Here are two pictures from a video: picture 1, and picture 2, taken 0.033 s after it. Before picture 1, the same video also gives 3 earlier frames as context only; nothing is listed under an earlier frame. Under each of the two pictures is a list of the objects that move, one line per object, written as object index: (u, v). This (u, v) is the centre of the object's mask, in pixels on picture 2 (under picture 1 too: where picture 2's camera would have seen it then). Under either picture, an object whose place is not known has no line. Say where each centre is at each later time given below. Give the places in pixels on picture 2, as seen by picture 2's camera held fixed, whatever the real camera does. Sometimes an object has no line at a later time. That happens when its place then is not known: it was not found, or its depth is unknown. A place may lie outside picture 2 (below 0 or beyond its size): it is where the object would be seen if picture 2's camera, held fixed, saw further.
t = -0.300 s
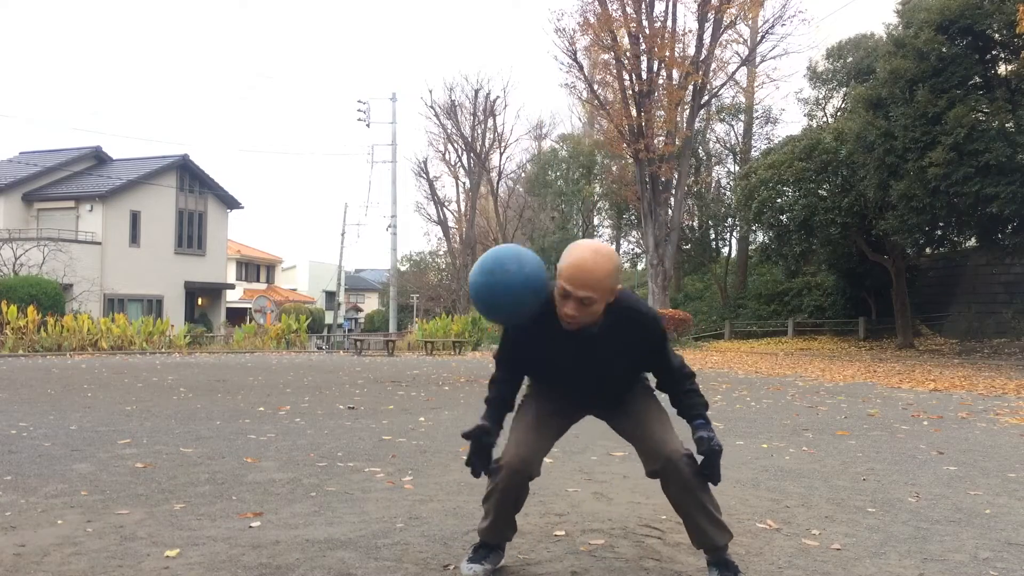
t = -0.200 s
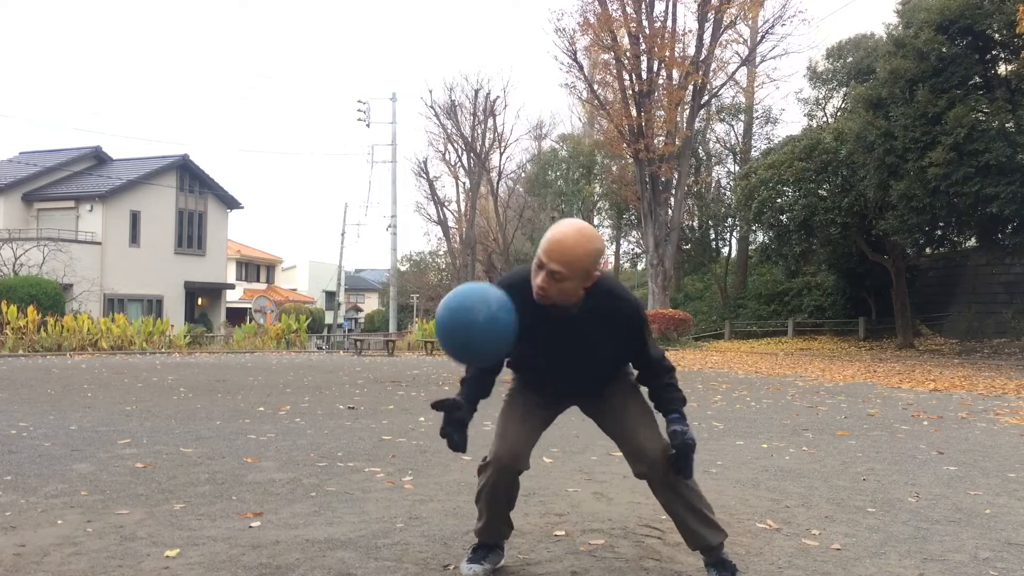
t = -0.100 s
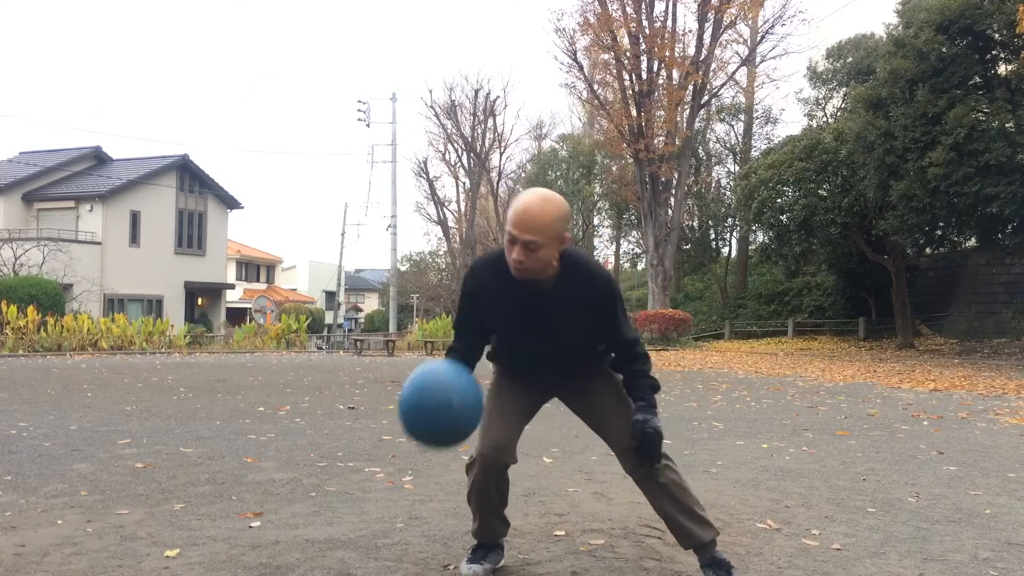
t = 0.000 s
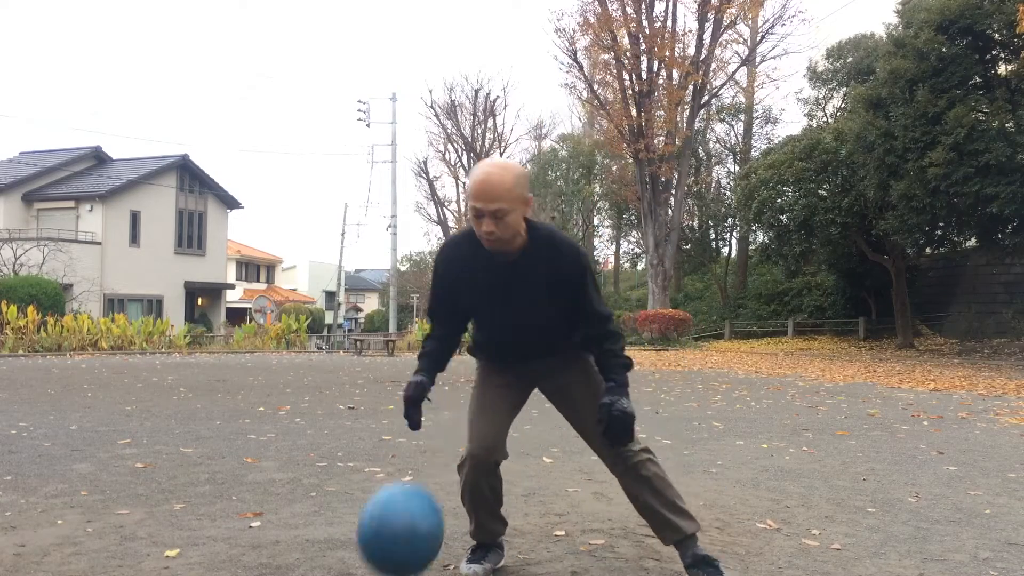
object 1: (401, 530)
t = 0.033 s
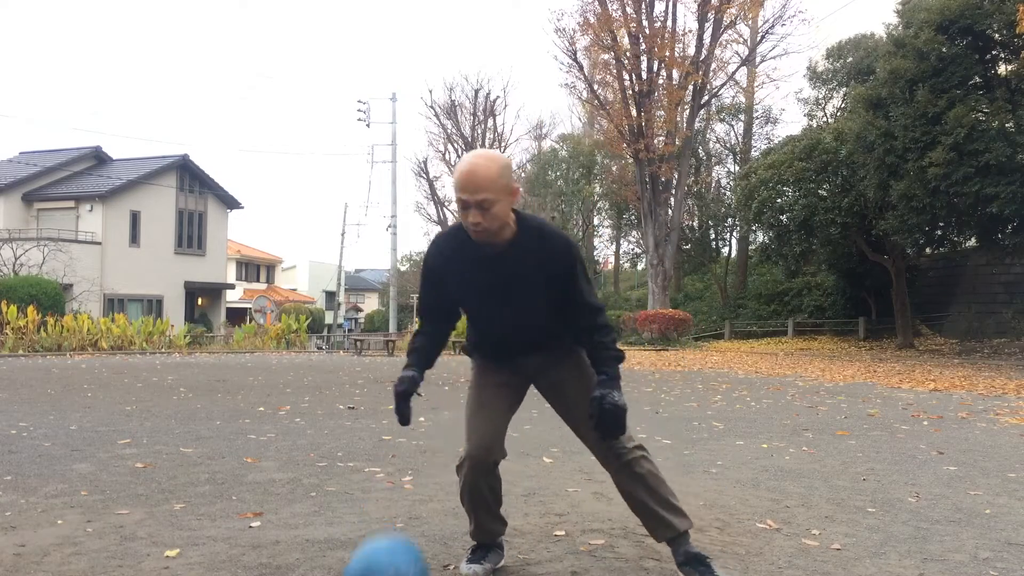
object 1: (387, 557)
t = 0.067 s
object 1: (373, 551)
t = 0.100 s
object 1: (357, 529)
